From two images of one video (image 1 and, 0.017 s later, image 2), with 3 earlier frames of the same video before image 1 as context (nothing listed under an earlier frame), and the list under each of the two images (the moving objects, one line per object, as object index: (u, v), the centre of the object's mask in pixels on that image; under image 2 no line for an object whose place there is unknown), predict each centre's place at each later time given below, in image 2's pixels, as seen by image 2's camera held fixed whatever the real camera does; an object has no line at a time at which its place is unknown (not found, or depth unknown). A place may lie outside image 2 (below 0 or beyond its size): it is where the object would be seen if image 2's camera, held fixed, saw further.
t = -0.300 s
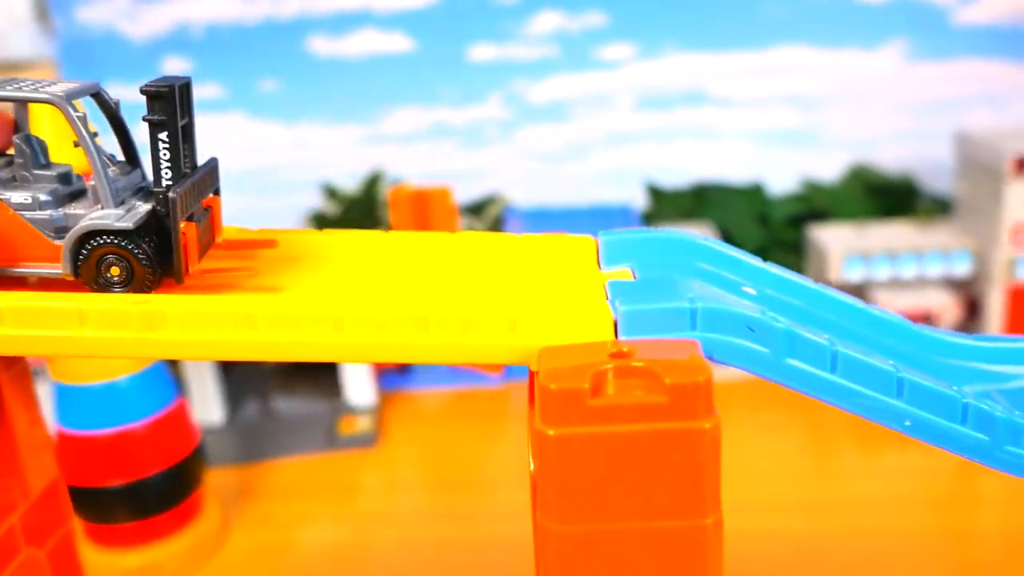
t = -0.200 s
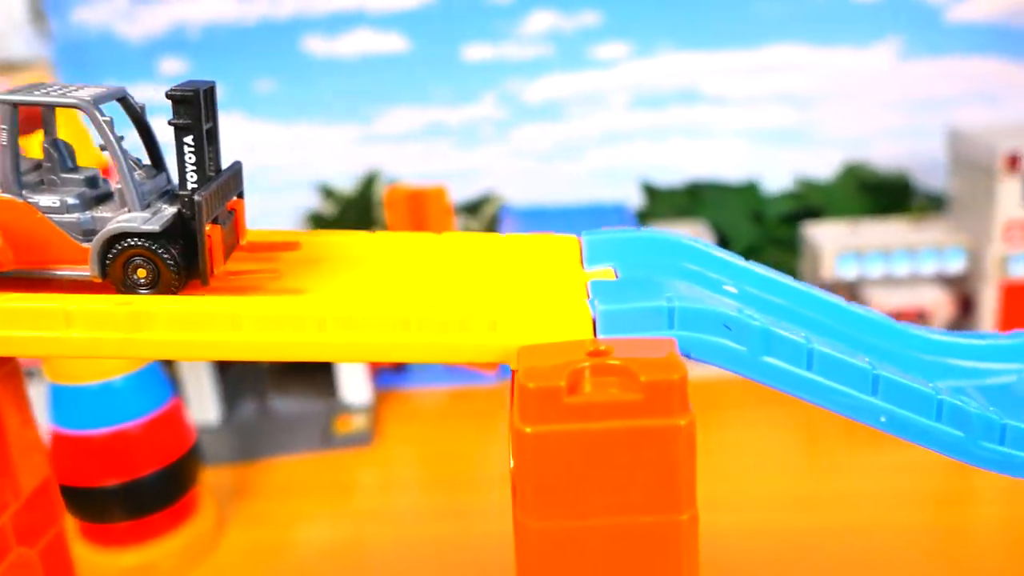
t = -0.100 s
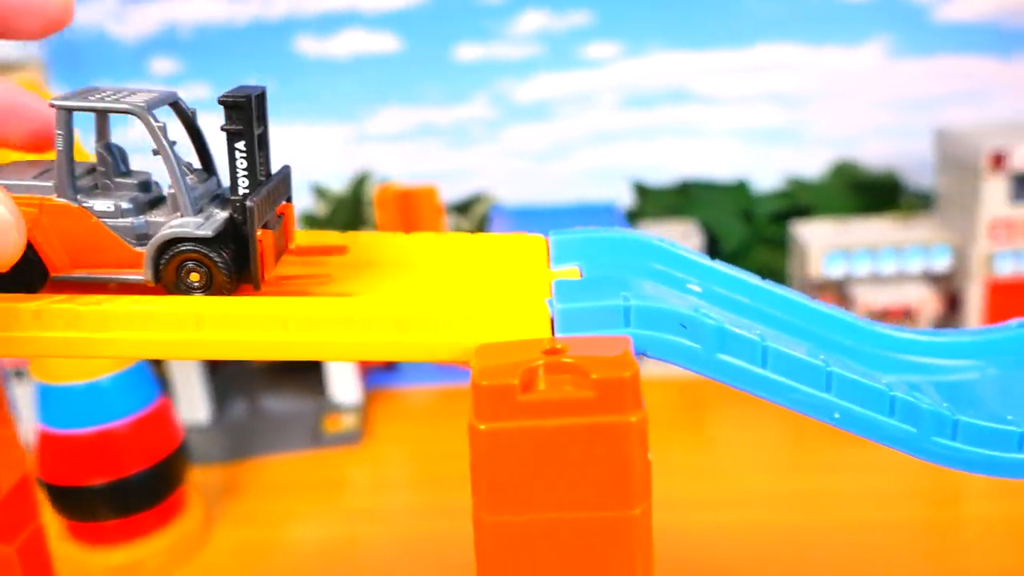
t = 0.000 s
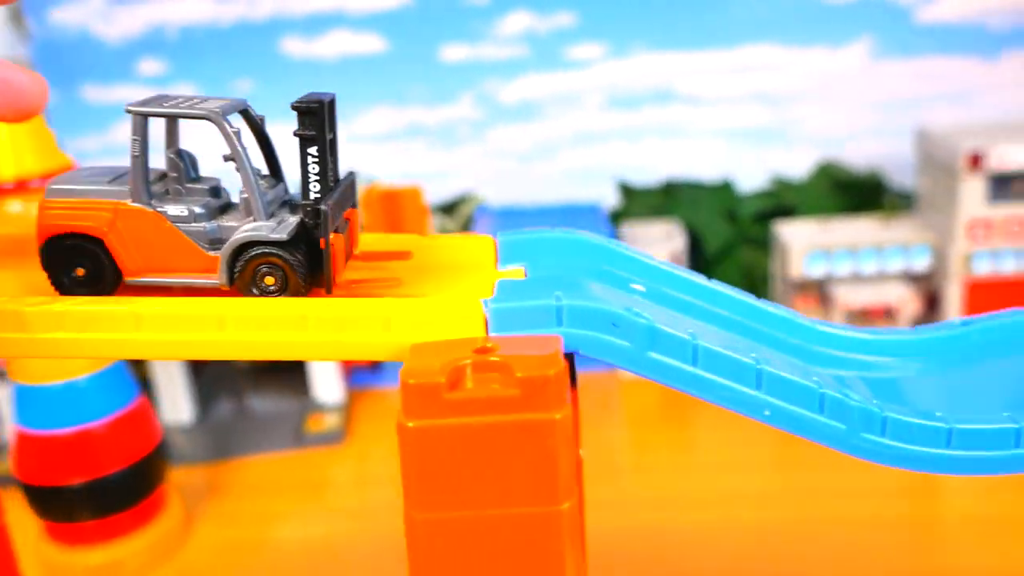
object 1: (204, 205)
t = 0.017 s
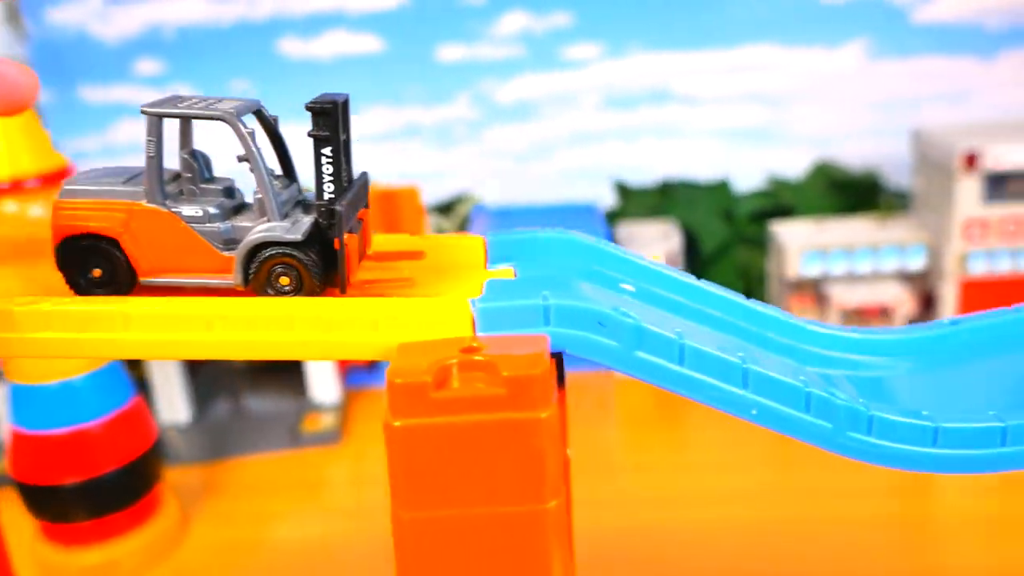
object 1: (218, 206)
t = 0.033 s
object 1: (238, 206)
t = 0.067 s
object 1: (293, 211)
